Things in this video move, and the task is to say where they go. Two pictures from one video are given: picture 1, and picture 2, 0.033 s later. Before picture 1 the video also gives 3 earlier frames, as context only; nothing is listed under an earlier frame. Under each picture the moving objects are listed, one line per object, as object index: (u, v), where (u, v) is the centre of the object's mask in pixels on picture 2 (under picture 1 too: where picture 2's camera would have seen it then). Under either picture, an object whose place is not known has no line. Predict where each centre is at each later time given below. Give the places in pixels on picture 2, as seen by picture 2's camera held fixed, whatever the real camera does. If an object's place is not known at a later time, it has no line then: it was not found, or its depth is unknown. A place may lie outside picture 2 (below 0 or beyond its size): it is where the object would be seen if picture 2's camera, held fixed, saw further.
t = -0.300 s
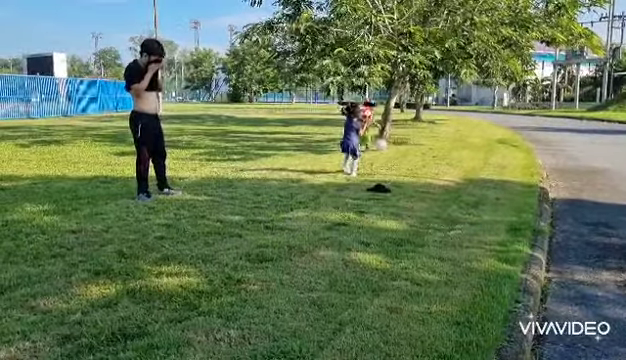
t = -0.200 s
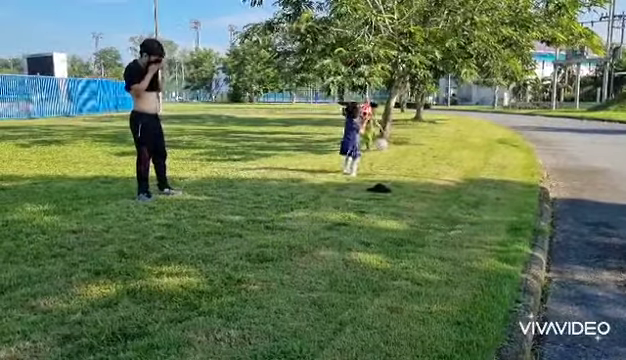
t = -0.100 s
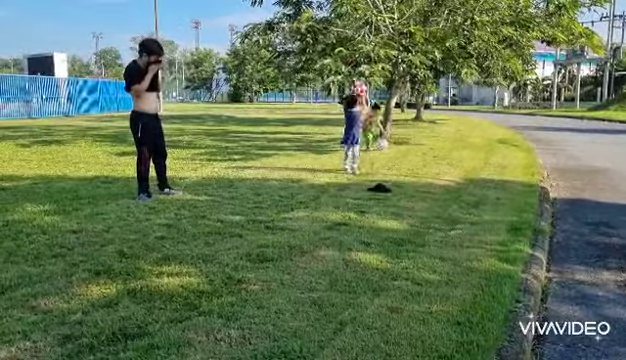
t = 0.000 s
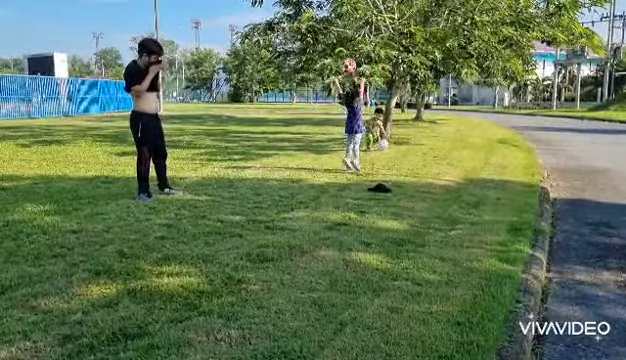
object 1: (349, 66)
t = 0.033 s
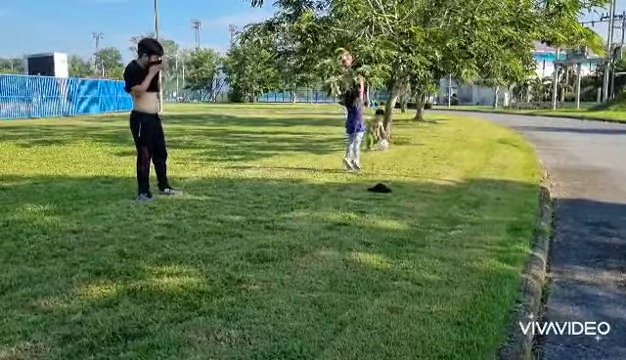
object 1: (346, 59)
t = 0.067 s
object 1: (343, 55)
